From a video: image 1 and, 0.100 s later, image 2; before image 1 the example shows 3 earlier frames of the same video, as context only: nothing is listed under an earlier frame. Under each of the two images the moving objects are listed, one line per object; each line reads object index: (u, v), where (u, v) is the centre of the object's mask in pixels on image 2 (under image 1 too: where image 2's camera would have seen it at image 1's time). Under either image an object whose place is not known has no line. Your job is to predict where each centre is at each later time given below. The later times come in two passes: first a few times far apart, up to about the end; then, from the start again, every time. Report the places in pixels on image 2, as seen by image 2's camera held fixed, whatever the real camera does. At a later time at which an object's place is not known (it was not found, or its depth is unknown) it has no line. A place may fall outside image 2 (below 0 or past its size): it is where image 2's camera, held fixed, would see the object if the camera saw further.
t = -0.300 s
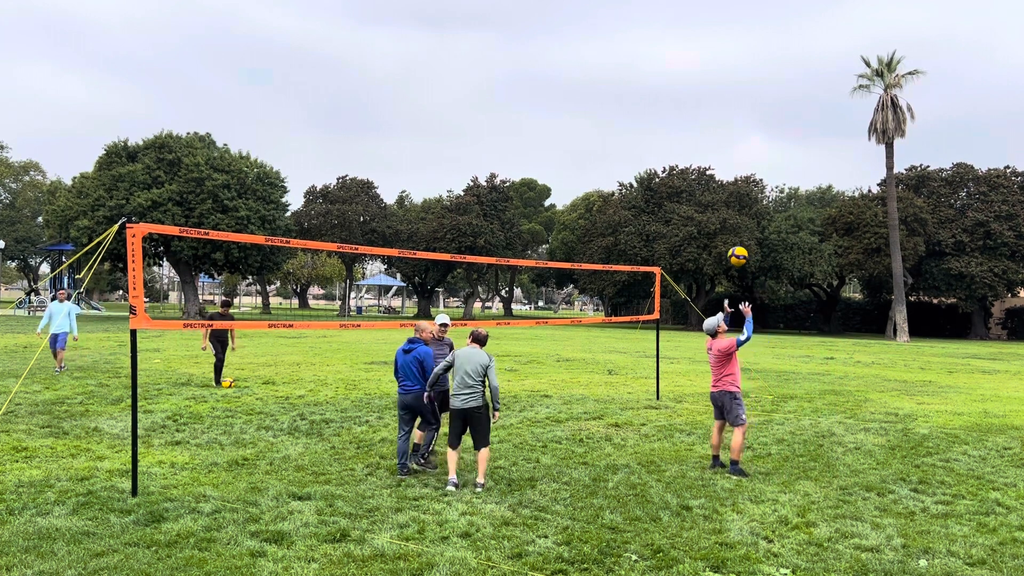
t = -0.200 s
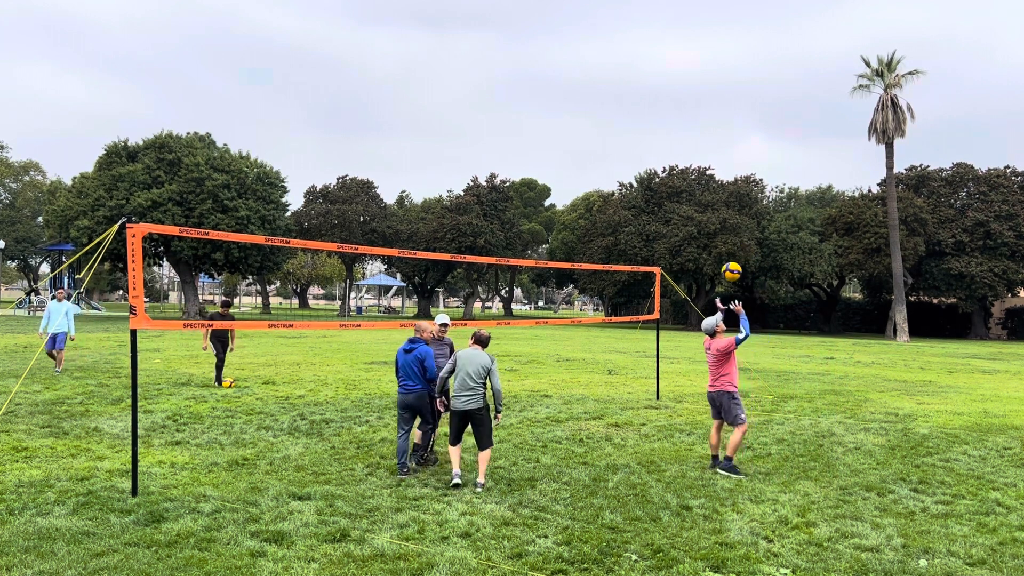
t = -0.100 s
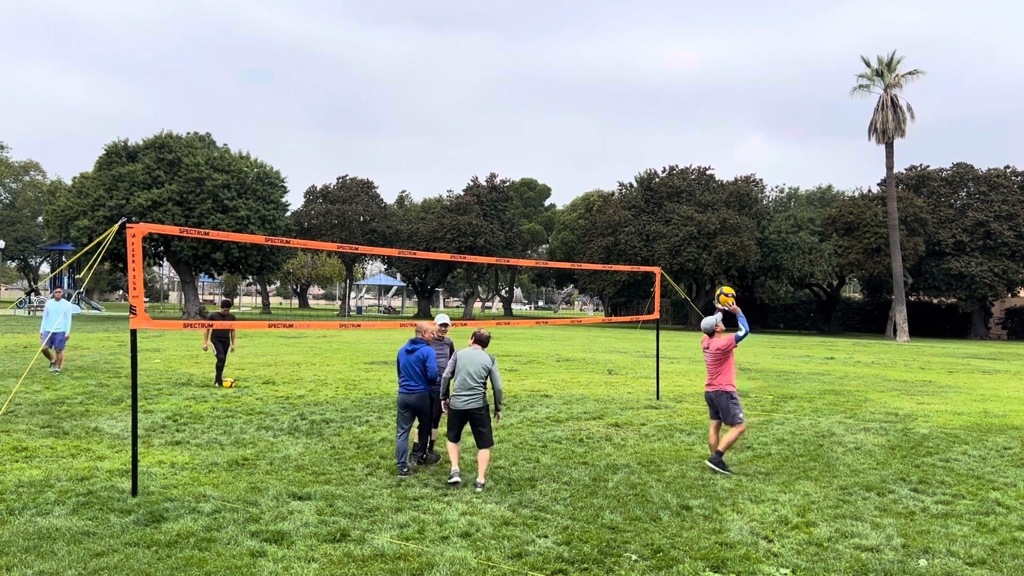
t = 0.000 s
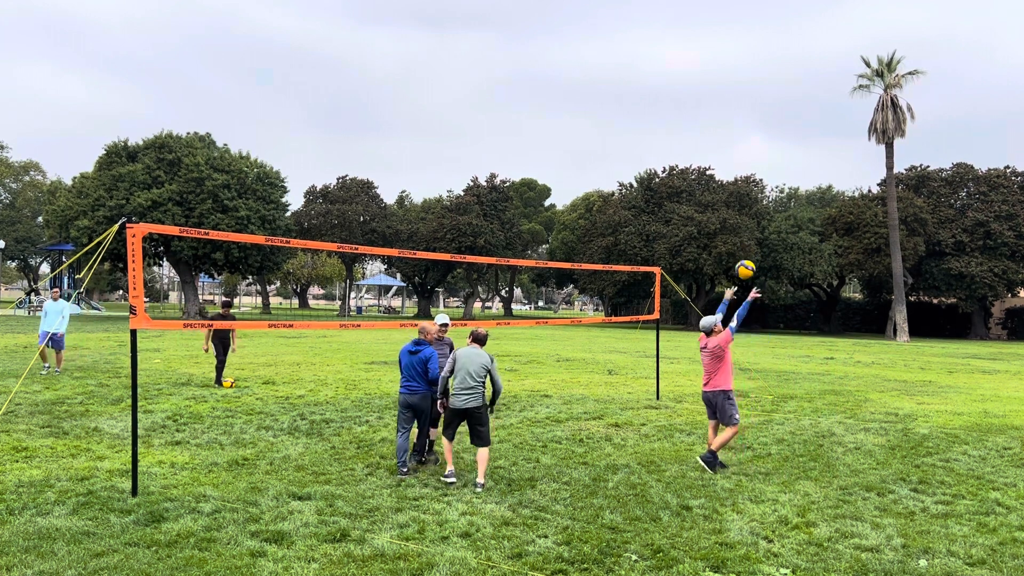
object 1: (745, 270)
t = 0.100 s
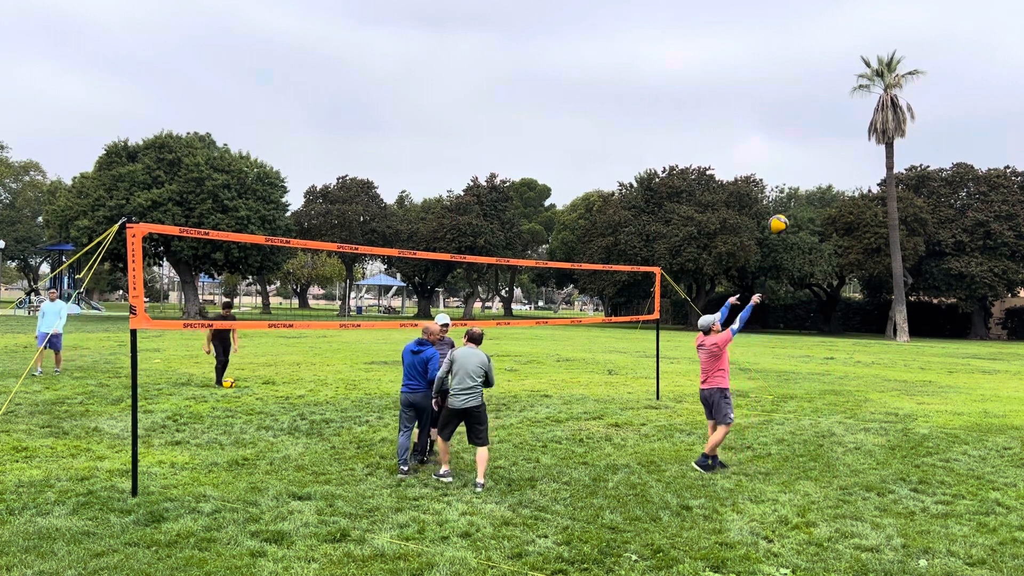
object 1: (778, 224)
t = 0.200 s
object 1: (810, 189)
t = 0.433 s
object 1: (881, 143)
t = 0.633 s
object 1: (939, 144)
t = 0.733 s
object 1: (966, 156)
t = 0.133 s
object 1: (789, 211)
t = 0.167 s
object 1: (800, 200)
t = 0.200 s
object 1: (810, 189)
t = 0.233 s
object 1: (821, 179)
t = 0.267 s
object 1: (831, 171)
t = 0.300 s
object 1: (841, 163)
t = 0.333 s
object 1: (851, 157)
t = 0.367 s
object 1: (861, 151)
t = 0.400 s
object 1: (871, 147)
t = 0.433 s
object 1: (881, 143)
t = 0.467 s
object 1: (891, 141)
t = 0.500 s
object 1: (901, 139)
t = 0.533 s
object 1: (910, 139)
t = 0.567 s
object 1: (920, 140)
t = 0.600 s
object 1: (929, 141)
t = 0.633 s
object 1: (939, 144)
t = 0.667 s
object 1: (948, 147)
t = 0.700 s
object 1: (957, 151)
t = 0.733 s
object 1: (966, 156)
